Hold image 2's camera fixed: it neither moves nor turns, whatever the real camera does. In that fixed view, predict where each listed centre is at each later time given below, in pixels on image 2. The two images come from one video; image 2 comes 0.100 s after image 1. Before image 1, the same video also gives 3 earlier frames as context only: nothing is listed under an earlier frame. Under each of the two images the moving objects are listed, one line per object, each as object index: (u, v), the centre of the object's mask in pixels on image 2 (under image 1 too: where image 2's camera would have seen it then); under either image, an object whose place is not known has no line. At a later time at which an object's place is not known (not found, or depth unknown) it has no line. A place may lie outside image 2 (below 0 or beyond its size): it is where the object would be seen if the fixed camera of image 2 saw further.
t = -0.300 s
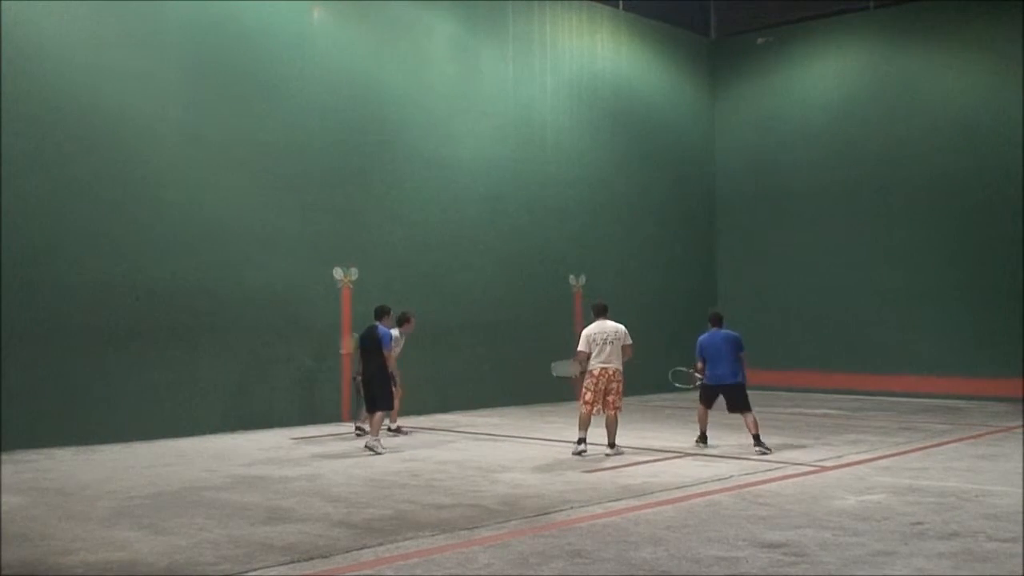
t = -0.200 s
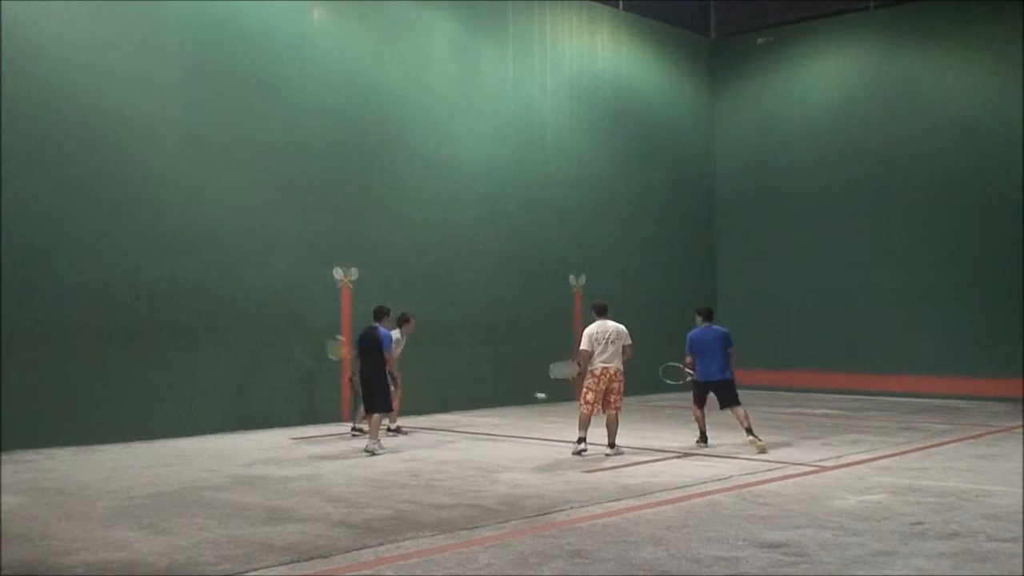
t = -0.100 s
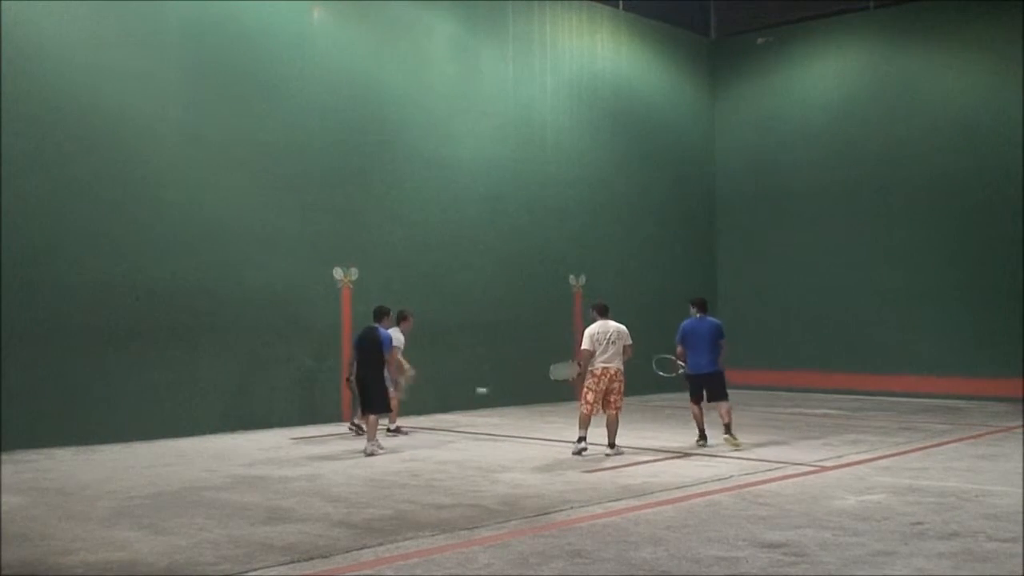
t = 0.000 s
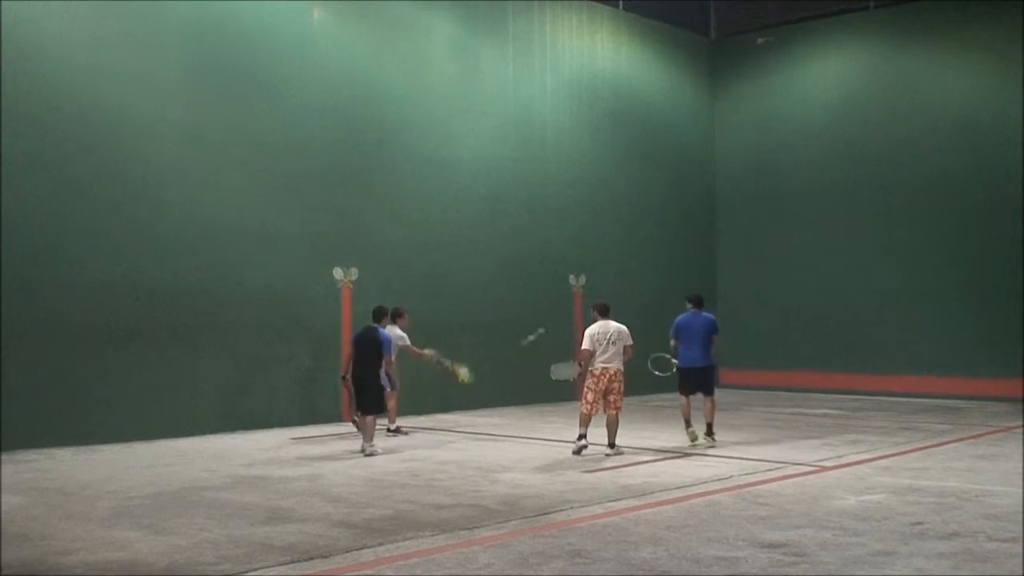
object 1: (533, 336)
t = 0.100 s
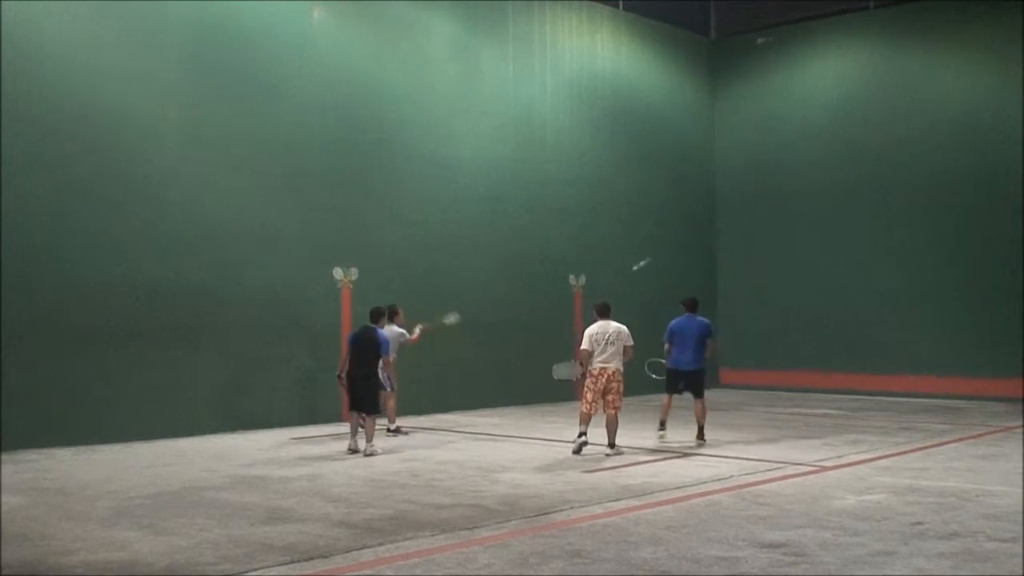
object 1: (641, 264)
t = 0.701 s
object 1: (711, 95)
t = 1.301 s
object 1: (395, 137)
